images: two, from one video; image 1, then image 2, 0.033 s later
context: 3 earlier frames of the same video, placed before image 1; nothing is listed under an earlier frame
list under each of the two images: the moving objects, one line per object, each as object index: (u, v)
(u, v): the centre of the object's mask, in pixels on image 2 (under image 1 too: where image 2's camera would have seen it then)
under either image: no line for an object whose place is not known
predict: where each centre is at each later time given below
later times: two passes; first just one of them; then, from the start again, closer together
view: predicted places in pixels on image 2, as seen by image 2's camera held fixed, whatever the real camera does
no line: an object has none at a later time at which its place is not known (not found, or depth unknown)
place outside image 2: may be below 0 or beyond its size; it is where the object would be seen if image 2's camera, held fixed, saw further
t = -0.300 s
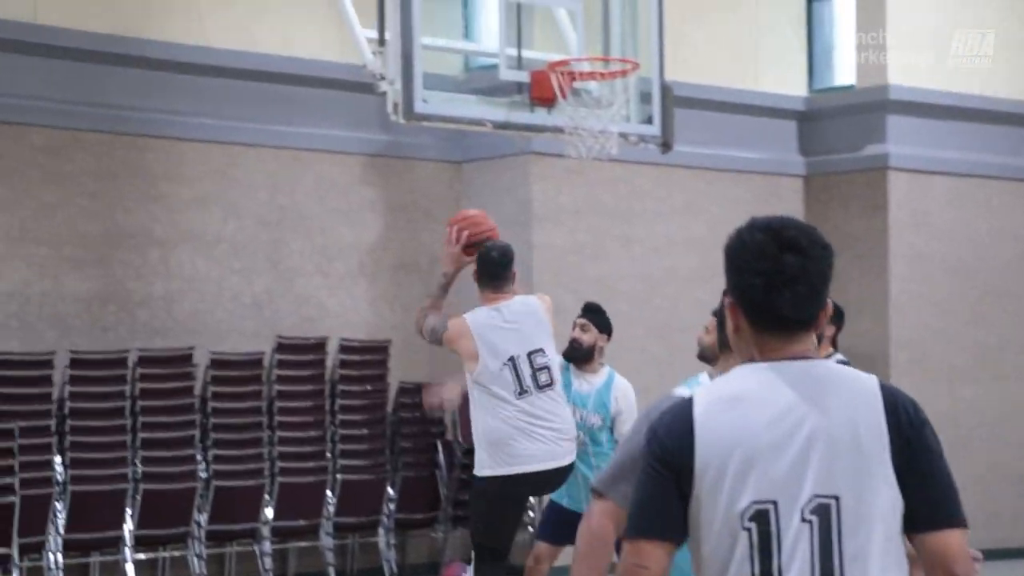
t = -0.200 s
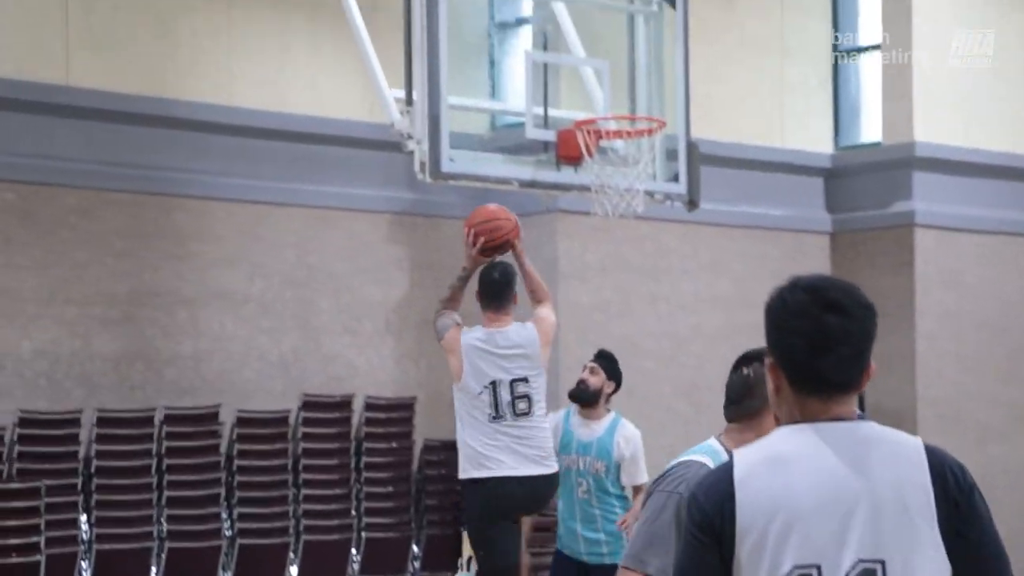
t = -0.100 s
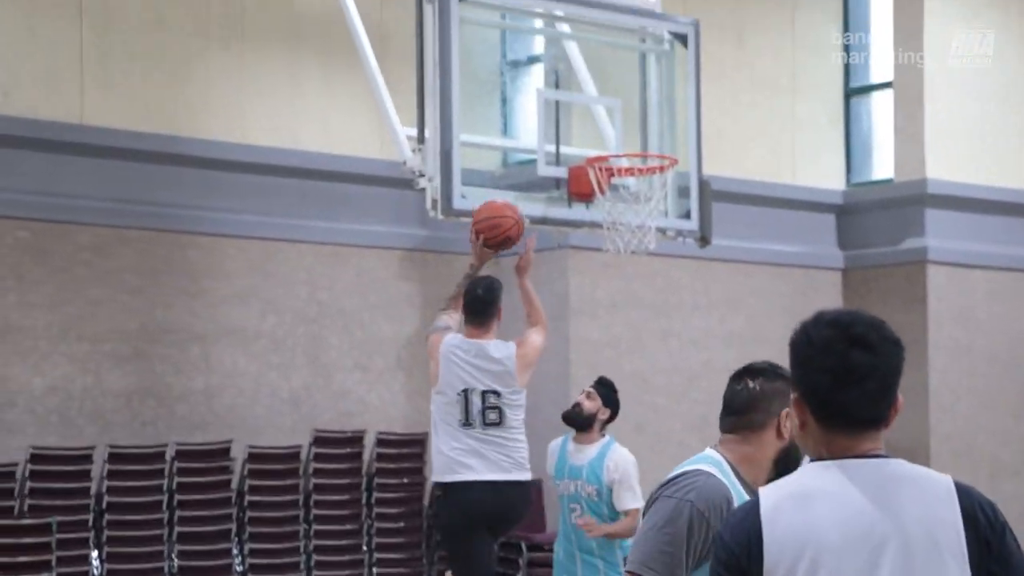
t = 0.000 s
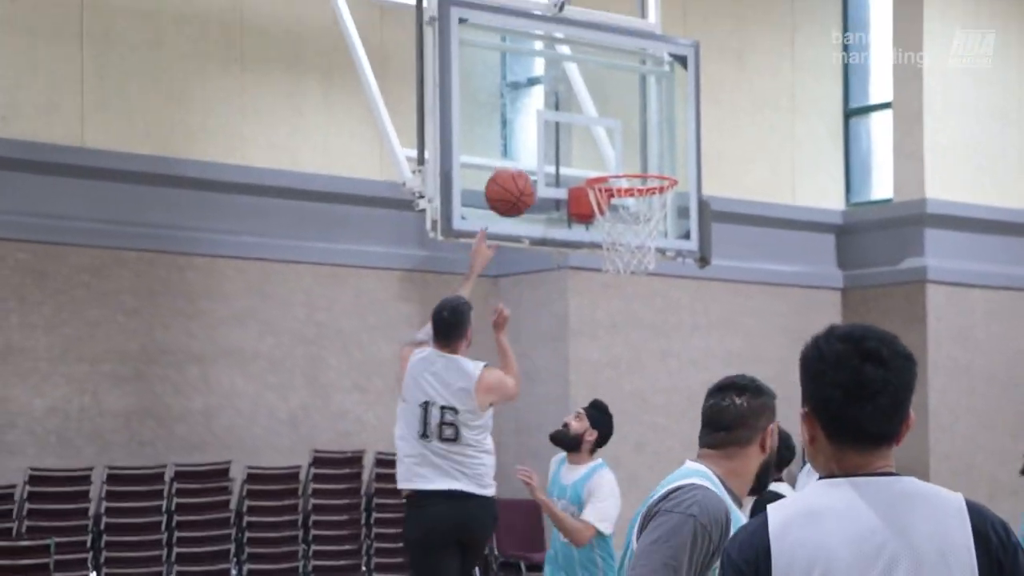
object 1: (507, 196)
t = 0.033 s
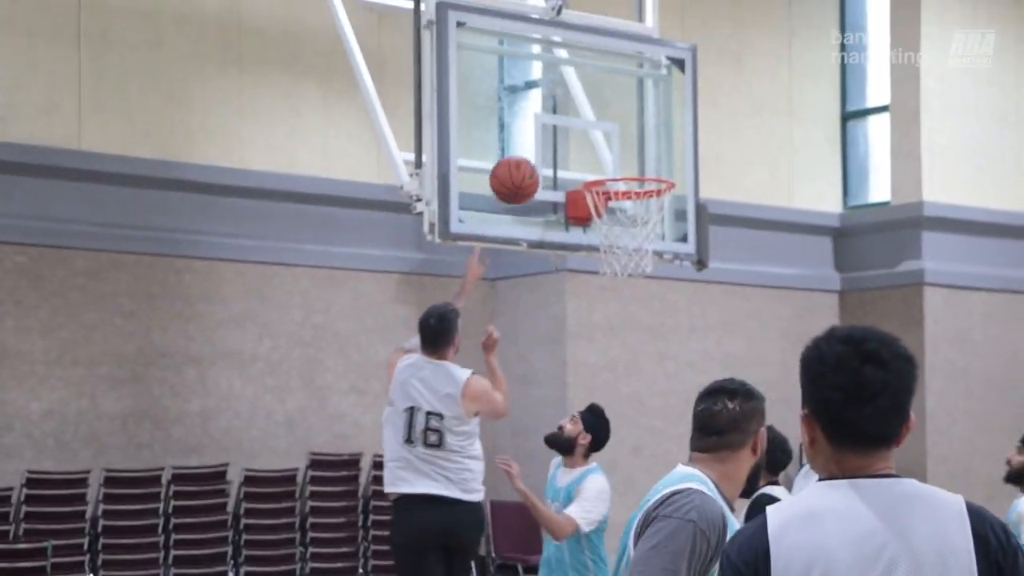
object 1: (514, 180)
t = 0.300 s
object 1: (565, 138)
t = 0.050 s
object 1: (518, 173)
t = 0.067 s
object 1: (521, 166)
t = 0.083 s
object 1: (524, 161)
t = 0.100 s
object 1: (528, 155)
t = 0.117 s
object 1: (532, 151)
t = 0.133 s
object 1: (535, 147)
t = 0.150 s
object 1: (538, 144)
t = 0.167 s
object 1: (541, 141)
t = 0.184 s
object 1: (545, 138)
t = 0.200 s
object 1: (548, 137)
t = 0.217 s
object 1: (551, 136)
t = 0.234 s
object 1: (554, 135)
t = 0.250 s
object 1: (557, 135)
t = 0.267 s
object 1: (559, 136)
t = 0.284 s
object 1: (562, 137)
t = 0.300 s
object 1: (565, 138)
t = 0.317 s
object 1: (568, 140)
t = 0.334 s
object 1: (575, 142)
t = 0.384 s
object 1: (596, 149)
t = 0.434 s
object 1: (617, 158)
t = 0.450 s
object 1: (625, 161)
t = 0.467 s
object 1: (632, 164)
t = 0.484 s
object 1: (640, 166)
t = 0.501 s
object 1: (645, 182)
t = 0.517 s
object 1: (651, 188)
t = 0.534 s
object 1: (648, 193)
